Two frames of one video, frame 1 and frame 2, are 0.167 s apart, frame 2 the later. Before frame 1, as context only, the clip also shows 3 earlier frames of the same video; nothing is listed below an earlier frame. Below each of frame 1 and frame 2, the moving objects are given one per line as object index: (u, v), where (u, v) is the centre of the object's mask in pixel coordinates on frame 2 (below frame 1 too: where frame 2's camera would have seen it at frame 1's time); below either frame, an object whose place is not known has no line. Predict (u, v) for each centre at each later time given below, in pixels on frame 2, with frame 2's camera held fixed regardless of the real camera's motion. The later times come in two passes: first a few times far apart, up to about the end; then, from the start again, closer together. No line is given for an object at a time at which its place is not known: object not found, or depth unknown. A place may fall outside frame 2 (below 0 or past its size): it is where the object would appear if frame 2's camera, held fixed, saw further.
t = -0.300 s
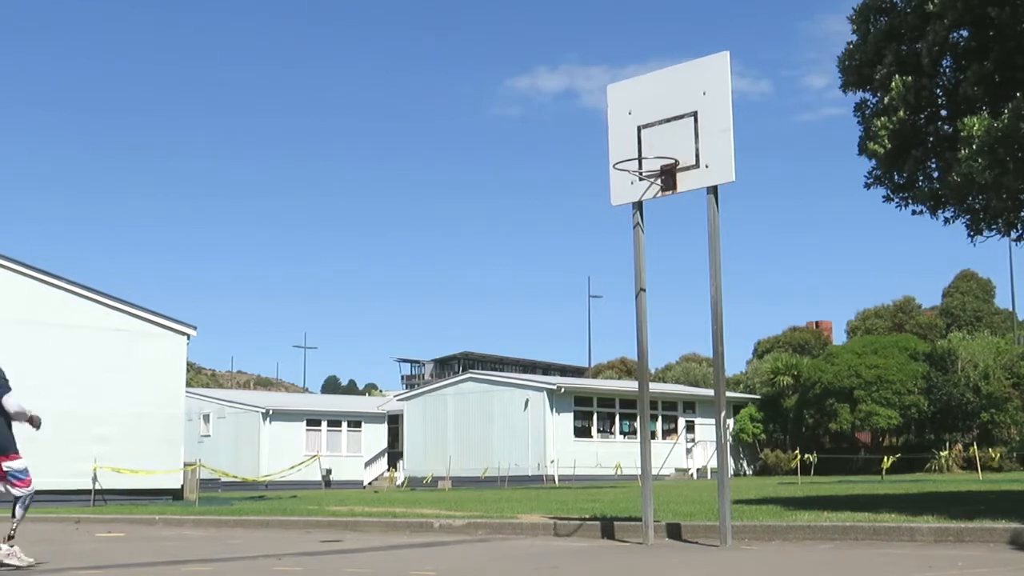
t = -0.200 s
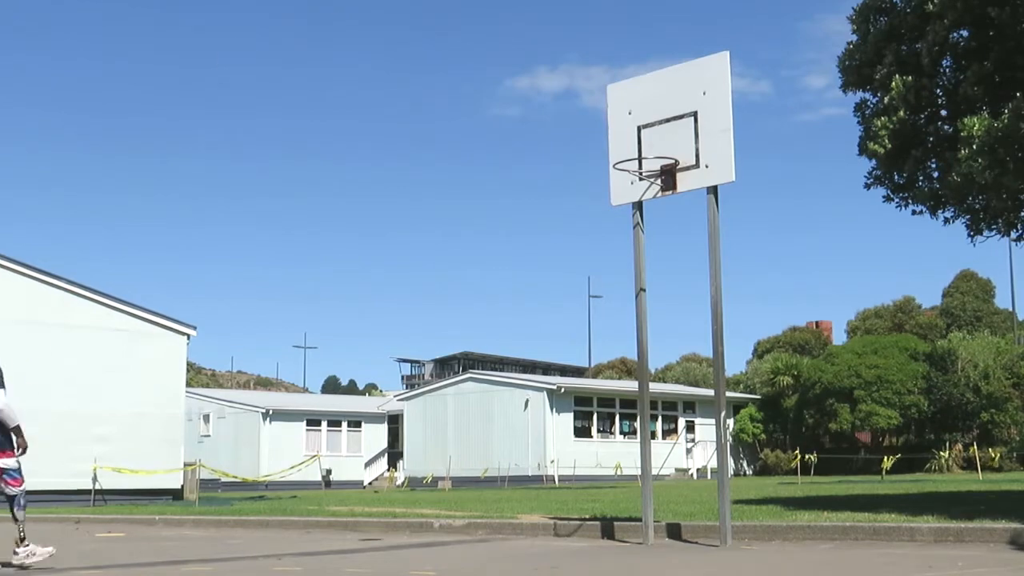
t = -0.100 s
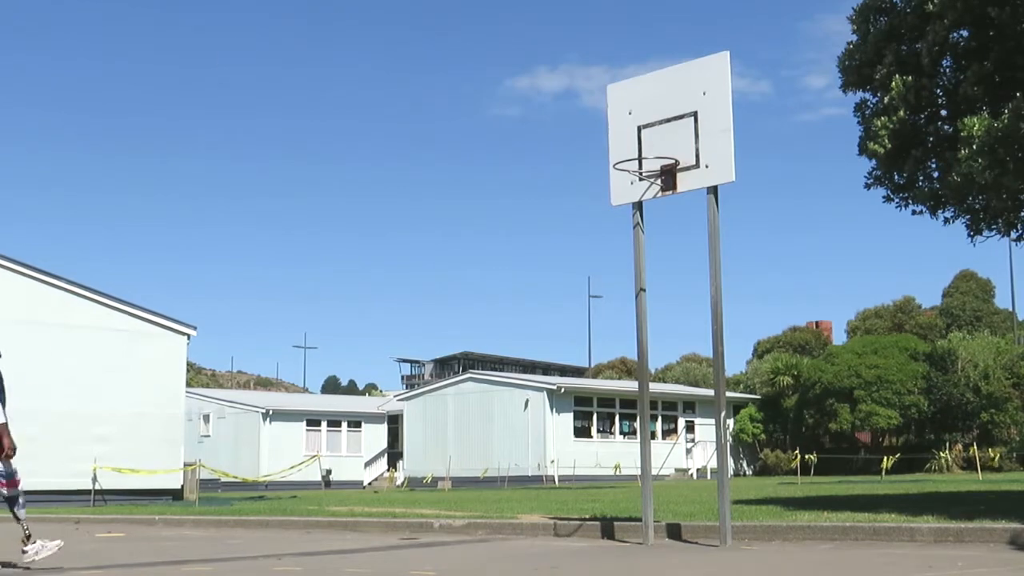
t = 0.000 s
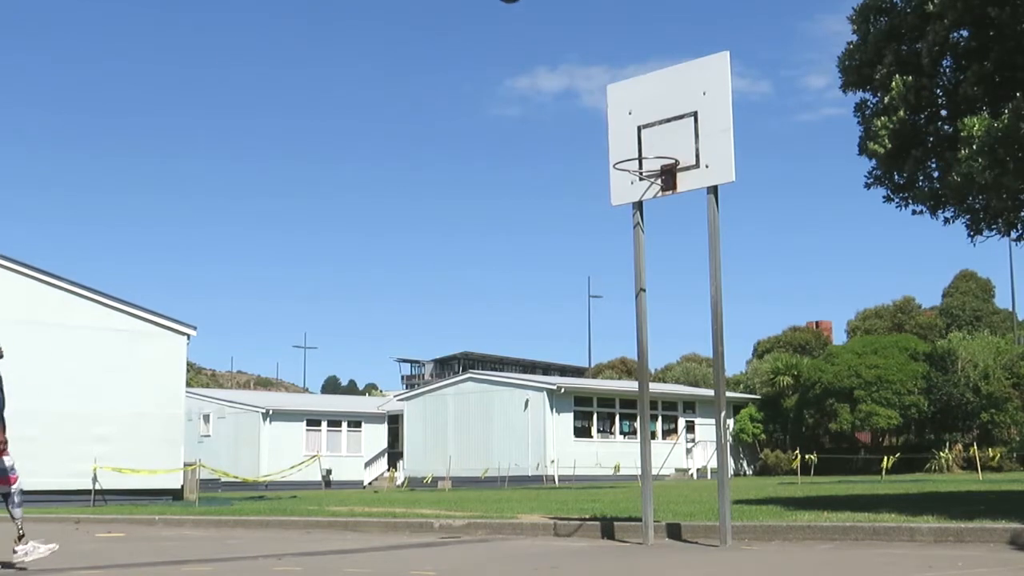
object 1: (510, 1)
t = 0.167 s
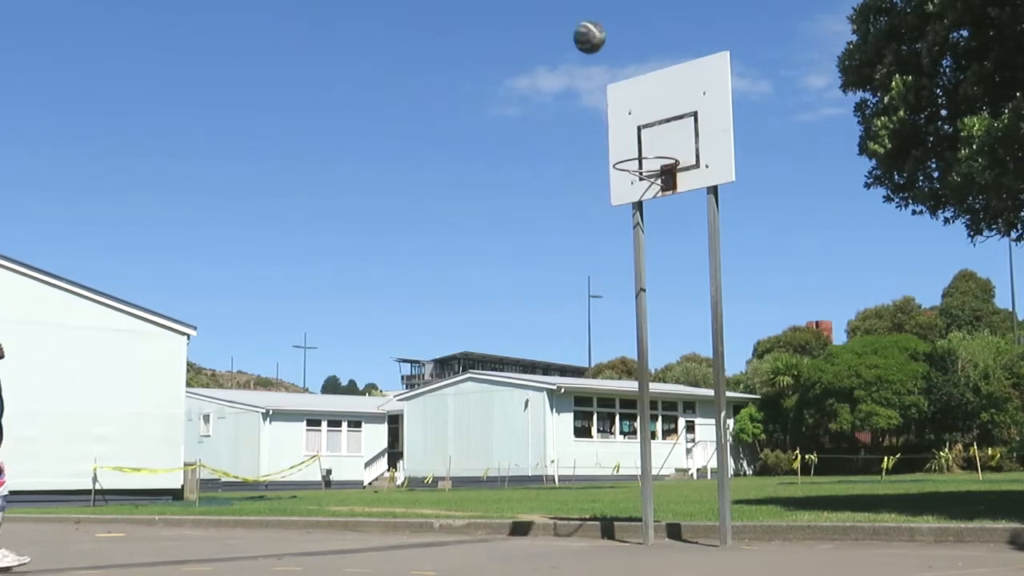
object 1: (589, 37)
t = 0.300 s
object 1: (653, 105)
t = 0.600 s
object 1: (687, 293)
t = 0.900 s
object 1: (644, 486)
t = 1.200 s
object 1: (543, 244)
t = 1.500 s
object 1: (432, 118)
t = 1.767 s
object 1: (312, 127)
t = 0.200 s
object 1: (605, 52)
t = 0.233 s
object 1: (621, 68)
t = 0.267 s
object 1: (637, 86)
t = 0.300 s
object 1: (653, 105)
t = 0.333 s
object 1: (669, 125)
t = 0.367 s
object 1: (685, 146)
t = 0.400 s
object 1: (702, 170)
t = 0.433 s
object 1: (704, 187)
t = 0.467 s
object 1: (700, 204)
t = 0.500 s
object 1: (696, 224)
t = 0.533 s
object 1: (693, 245)
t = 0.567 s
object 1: (690, 268)
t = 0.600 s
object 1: (687, 293)
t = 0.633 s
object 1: (683, 320)
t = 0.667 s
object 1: (680, 350)
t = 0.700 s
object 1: (676, 383)
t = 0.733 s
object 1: (674, 416)
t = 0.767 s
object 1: (670, 453)
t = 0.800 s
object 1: (667, 493)
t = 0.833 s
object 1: (664, 536)
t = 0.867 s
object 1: (655, 520)
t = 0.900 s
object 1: (644, 486)
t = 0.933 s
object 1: (633, 454)
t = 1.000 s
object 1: (612, 391)
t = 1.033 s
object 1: (601, 364)
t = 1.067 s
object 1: (590, 337)
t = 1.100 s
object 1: (578, 312)
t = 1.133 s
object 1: (567, 287)
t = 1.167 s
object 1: (555, 264)
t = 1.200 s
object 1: (543, 244)
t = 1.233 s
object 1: (532, 224)
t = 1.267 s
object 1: (520, 205)
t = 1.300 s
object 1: (508, 189)
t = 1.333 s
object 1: (496, 173)
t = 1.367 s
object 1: (484, 159)
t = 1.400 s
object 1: (471, 146)
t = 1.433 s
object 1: (458, 135)
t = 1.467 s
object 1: (445, 125)
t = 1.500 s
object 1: (432, 118)
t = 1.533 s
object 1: (417, 112)
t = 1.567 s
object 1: (403, 109)
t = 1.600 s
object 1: (389, 107)
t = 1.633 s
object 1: (374, 107)
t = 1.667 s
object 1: (360, 109)
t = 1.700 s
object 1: (345, 113)
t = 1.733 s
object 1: (328, 119)
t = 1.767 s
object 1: (312, 127)
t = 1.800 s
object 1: (296, 138)
